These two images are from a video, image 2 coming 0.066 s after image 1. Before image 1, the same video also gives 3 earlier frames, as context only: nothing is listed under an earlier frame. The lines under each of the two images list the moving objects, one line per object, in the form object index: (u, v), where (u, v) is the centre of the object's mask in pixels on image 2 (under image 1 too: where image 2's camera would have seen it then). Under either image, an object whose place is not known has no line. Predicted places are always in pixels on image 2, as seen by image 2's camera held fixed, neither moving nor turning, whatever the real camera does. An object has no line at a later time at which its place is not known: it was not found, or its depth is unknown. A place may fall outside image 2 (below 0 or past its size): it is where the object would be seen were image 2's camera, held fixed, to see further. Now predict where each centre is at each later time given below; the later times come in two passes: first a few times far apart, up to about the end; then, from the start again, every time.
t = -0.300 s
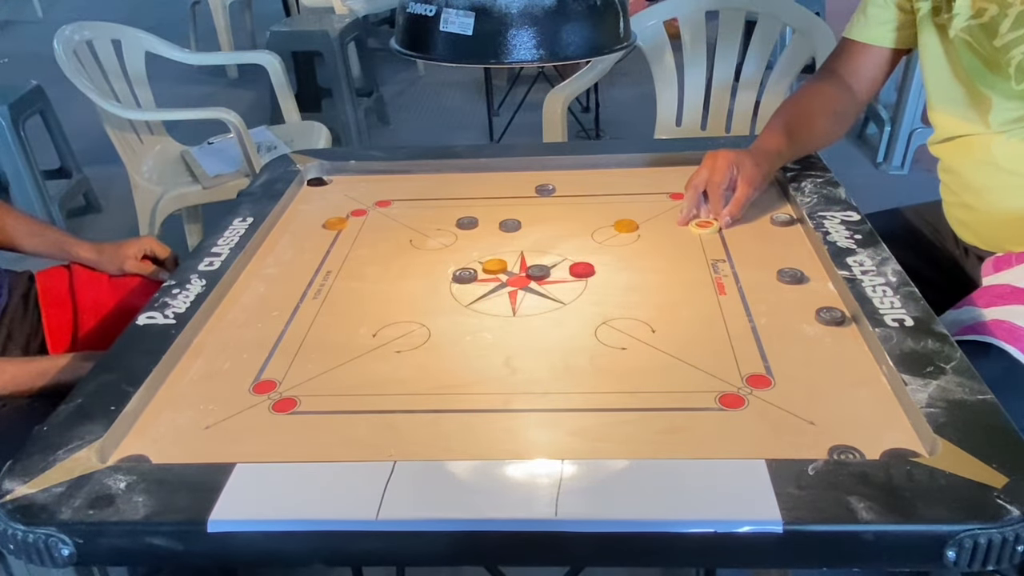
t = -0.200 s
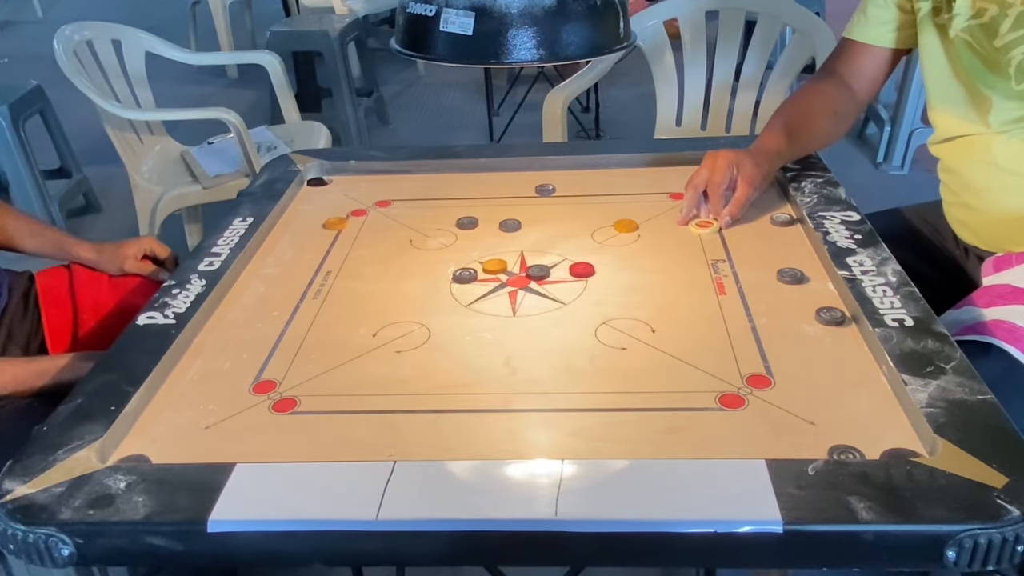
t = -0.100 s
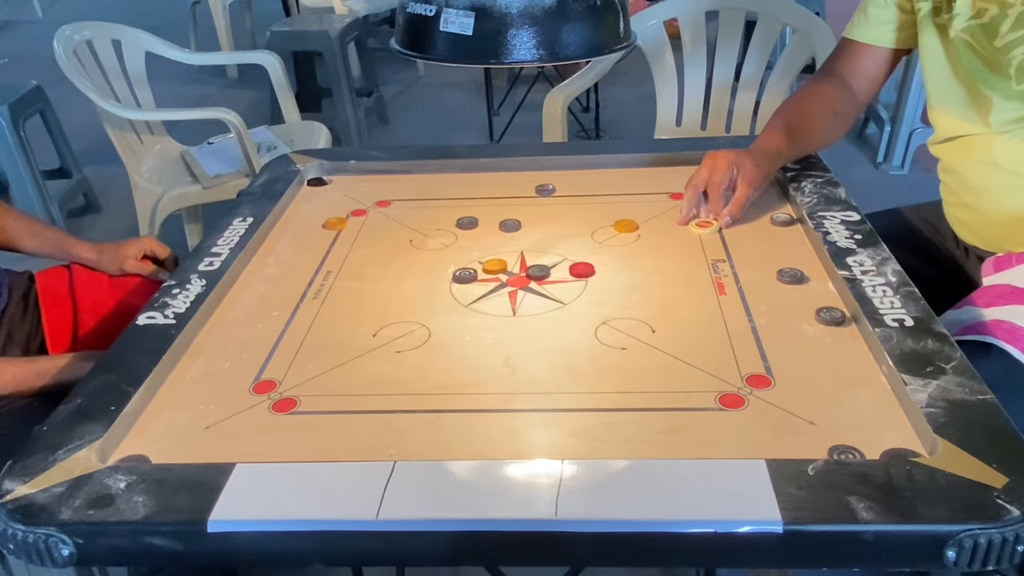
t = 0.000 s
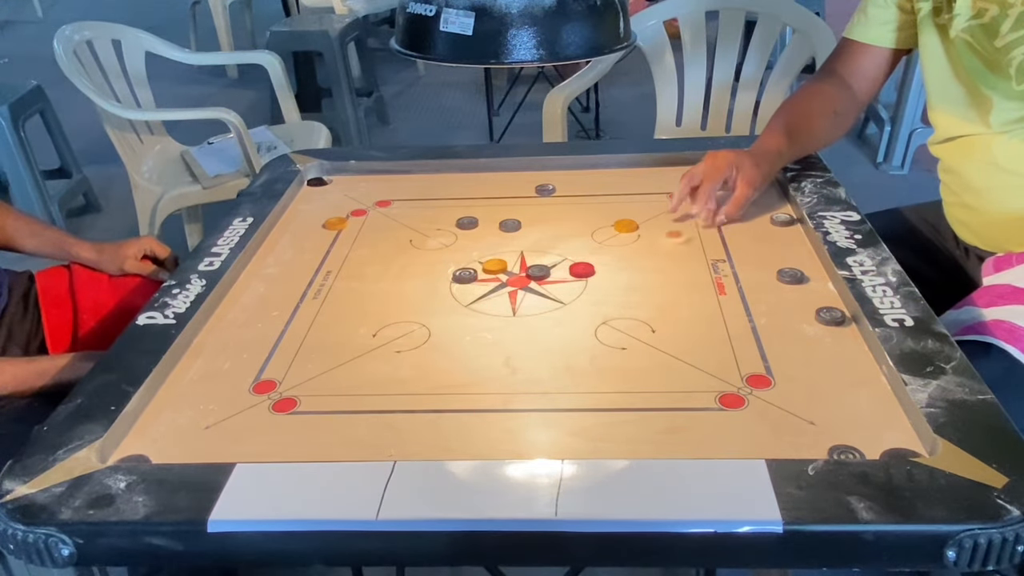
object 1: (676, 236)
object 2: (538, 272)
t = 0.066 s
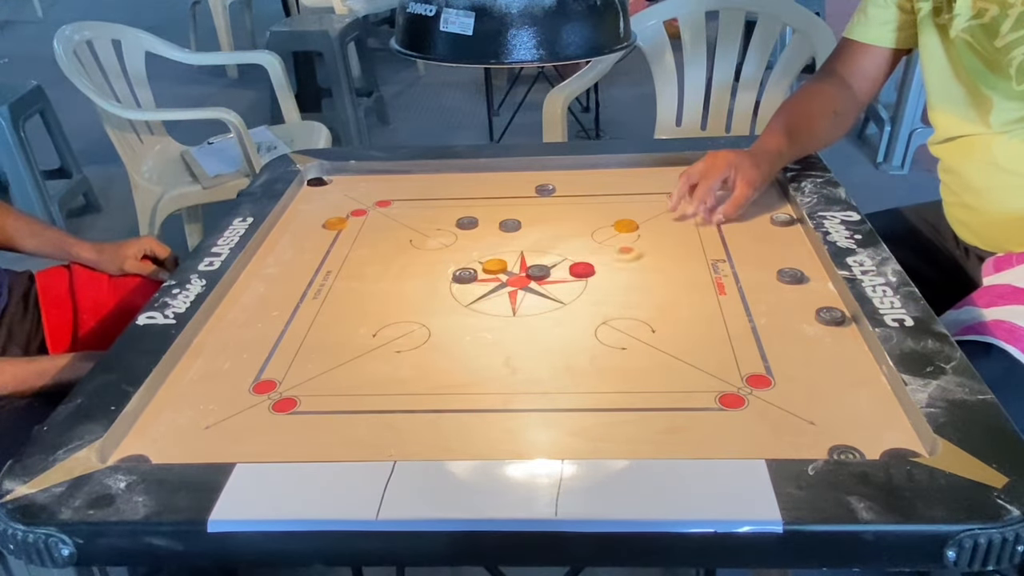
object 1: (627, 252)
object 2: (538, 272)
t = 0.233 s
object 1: (559, 271)
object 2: (519, 274)
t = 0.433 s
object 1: (547, 274)
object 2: (474, 288)
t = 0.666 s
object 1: (547, 275)
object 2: (470, 290)
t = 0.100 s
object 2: (538, 272)
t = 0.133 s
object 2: (537, 271)
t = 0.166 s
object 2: (538, 272)
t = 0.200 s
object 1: (564, 269)
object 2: (536, 272)
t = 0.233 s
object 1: (559, 271)
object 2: (519, 274)
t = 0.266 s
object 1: (555, 272)
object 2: (506, 276)
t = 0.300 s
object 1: (551, 274)
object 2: (496, 279)
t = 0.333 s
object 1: (549, 274)
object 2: (485, 281)
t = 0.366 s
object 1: (547, 274)
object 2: (481, 284)
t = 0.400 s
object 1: (547, 274)
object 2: (477, 287)
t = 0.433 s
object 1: (547, 274)
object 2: (474, 288)
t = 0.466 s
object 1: (547, 274)
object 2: (472, 289)
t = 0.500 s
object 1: (547, 274)
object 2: (471, 290)
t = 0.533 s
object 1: (547, 274)
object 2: (471, 290)
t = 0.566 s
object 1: (547, 274)
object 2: (471, 290)
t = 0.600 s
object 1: (547, 274)
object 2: (471, 290)
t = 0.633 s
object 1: (547, 275)
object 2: (471, 290)
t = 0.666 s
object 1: (547, 275)
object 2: (470, 290)
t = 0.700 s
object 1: (547, 275)
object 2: (471, 290)
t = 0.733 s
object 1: (547, 275)
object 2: (471, 290)
